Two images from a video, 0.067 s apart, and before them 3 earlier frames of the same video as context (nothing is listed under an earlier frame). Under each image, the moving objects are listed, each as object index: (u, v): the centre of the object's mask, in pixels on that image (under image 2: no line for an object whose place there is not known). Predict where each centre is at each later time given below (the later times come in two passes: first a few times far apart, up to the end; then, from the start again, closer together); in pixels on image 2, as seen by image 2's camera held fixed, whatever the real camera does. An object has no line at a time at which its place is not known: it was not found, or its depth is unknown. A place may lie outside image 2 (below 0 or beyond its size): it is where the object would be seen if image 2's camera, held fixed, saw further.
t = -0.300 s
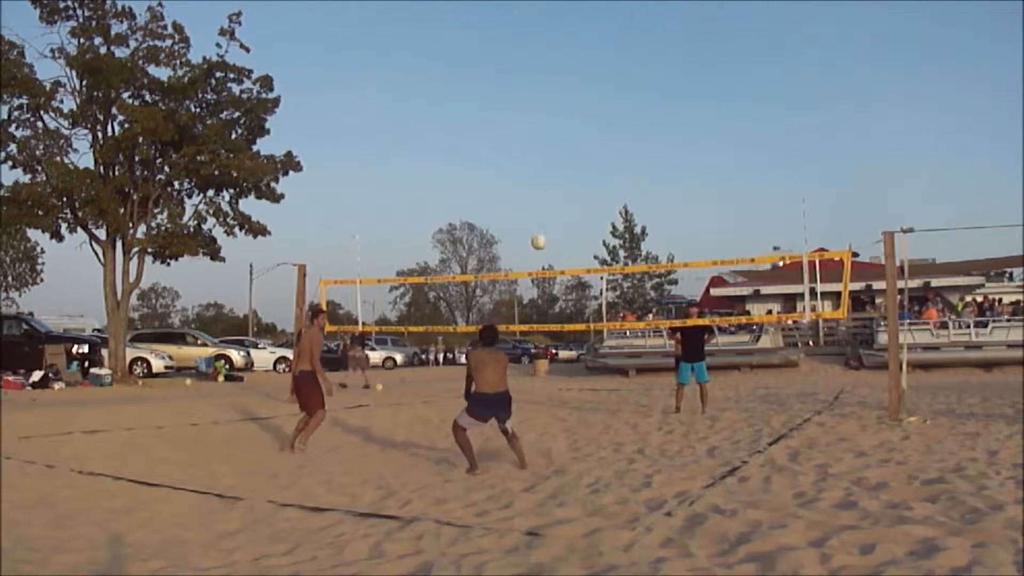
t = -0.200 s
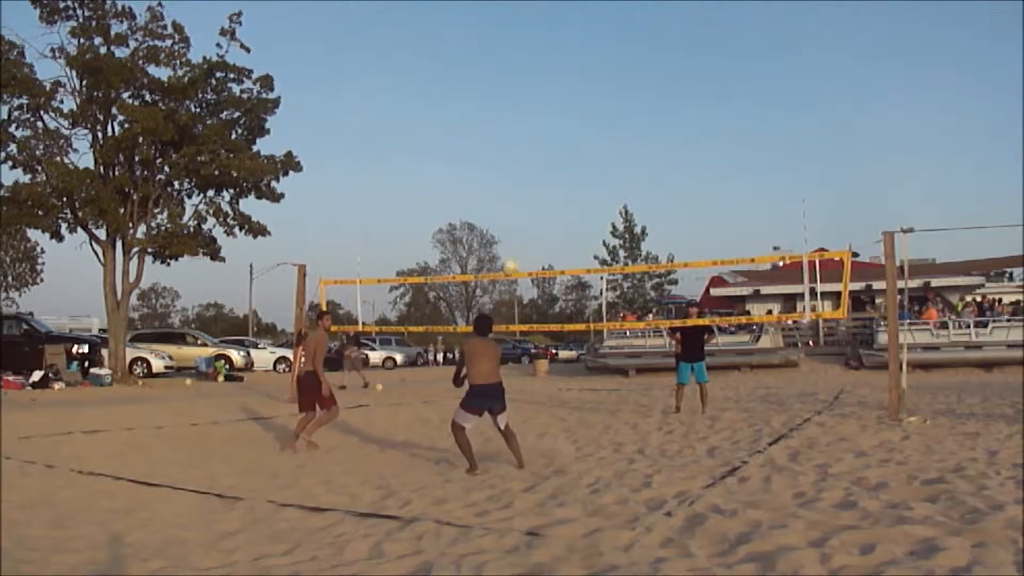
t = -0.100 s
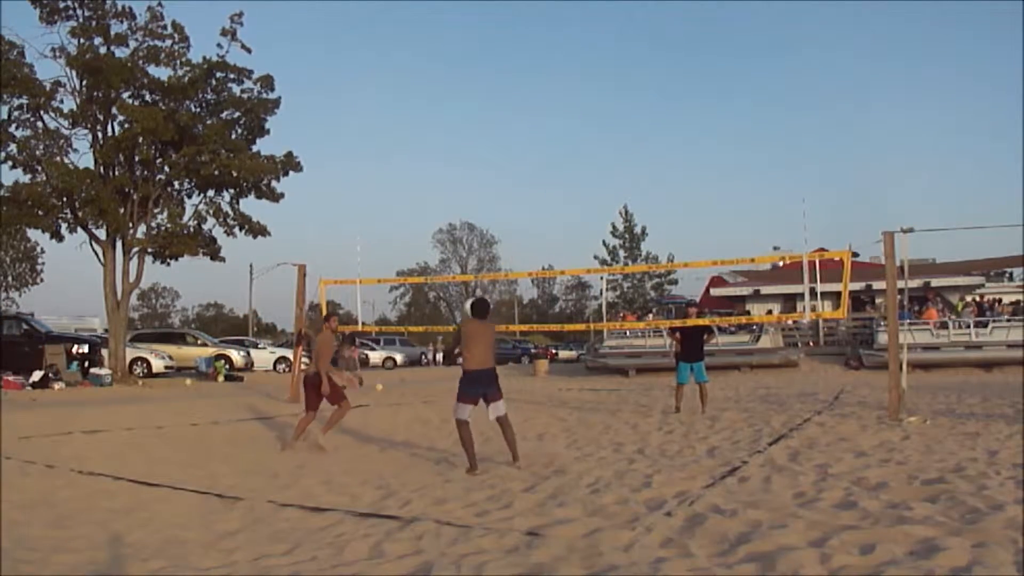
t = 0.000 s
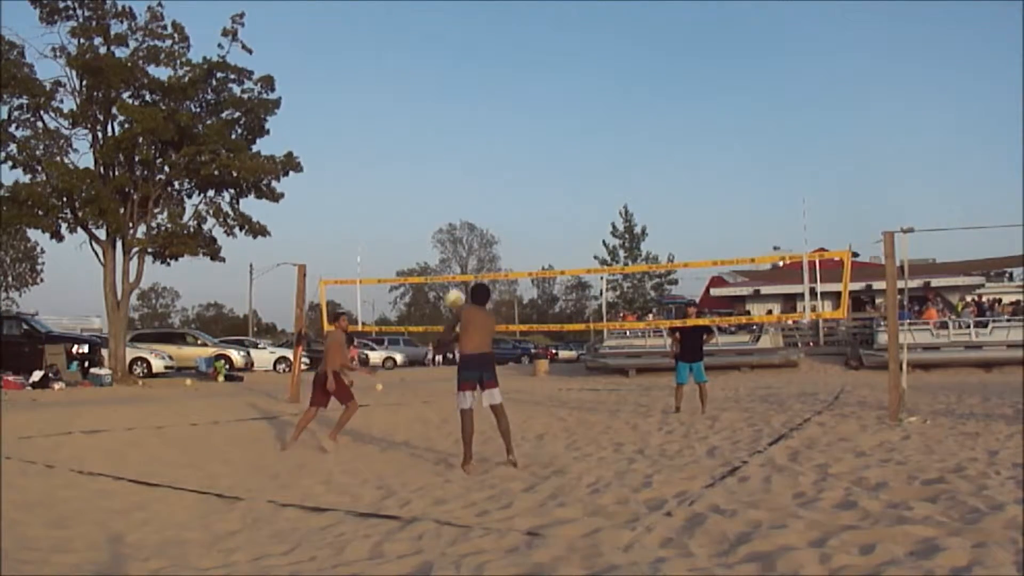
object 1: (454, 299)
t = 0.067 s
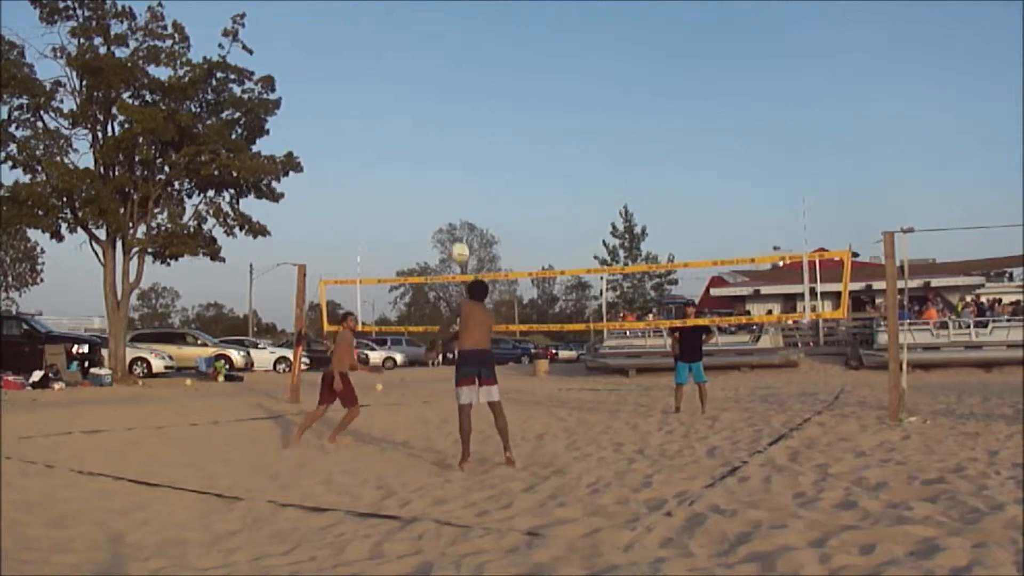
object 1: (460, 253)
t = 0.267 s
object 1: (471, 150)
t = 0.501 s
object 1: (487, 86)
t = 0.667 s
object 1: (497, 71)
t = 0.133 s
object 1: (462, 213)
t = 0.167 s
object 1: (466, 194)
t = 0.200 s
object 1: (467, 178)
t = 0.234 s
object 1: (469, 163)
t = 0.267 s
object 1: (471, 150)
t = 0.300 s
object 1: (474, 137)
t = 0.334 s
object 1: (476, 126)
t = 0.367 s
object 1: (478, 116)
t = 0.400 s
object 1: (480, 107)
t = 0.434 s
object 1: (482, 99)
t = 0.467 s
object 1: (484, 92)
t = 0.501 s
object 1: (487, 86)
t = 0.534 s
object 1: (489, 81)
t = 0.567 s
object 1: (491, 78)
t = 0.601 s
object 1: (493, 74)
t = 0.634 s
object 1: (495, 73)
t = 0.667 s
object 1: (497, 71)
